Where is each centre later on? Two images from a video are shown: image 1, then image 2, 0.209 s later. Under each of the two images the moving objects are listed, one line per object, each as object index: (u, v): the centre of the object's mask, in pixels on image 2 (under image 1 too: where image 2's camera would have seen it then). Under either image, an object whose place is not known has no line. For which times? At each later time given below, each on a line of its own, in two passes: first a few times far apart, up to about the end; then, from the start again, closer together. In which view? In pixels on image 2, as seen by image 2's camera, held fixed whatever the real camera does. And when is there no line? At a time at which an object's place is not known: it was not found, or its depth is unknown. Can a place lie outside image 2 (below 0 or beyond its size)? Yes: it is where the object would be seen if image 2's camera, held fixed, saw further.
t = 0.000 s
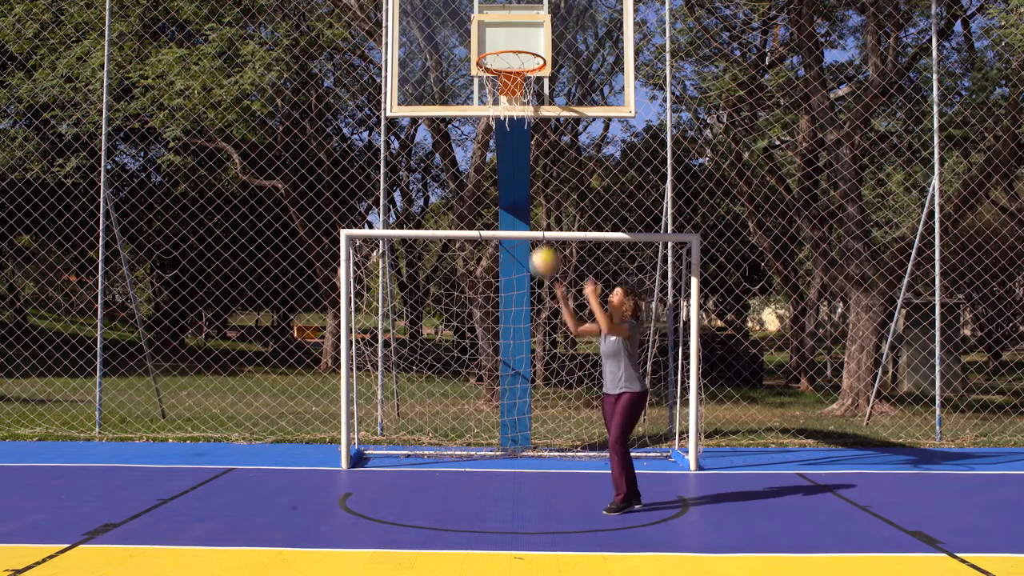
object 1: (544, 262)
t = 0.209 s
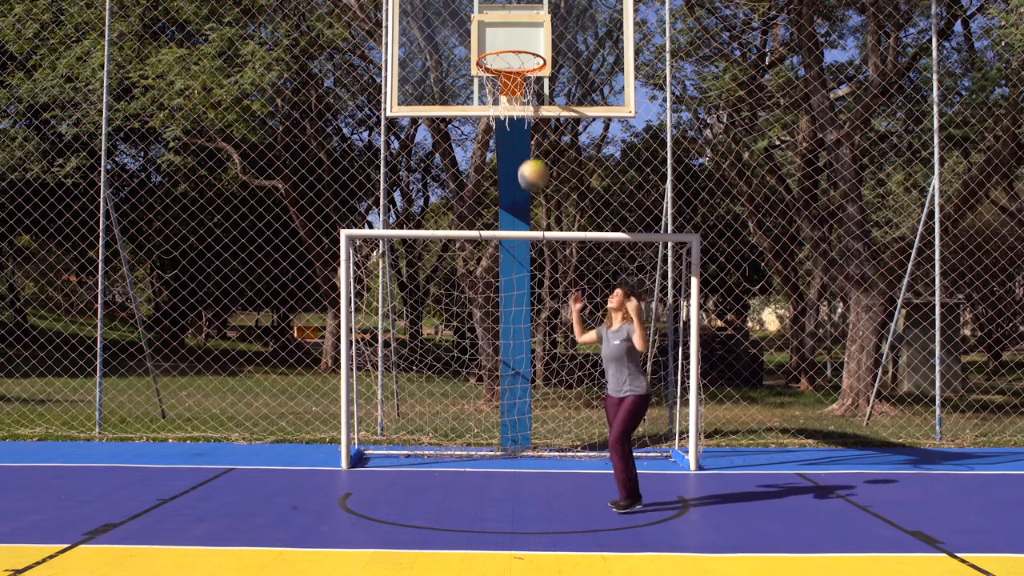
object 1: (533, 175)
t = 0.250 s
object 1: (531, 165)
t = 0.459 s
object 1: (521, 151)
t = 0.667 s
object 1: (512, 201)
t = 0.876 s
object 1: (503, 320)
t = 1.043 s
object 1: (499, 463)
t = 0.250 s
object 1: (531, 165)
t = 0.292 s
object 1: (529, 157)
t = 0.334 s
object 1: (527, 152)
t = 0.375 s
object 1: (525, 149)
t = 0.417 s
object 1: (523, 150)
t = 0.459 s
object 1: (521, 151)
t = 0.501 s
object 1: (520, 157)
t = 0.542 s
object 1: (517, 164)
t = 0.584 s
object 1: (516, 174)
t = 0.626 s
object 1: (513, 187)
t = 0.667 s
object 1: (512, 201)
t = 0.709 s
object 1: (510, 218)
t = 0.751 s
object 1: (508, 240)
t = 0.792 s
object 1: (506, 264)
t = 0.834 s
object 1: (505, 291)
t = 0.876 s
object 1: (503, 320)
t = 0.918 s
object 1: (502, 351)
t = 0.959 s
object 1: (500, 385)
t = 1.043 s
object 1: (499, 463)
